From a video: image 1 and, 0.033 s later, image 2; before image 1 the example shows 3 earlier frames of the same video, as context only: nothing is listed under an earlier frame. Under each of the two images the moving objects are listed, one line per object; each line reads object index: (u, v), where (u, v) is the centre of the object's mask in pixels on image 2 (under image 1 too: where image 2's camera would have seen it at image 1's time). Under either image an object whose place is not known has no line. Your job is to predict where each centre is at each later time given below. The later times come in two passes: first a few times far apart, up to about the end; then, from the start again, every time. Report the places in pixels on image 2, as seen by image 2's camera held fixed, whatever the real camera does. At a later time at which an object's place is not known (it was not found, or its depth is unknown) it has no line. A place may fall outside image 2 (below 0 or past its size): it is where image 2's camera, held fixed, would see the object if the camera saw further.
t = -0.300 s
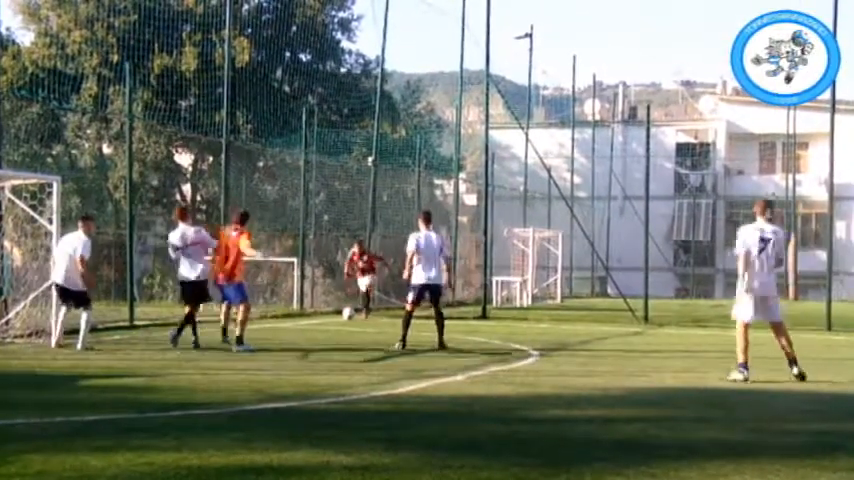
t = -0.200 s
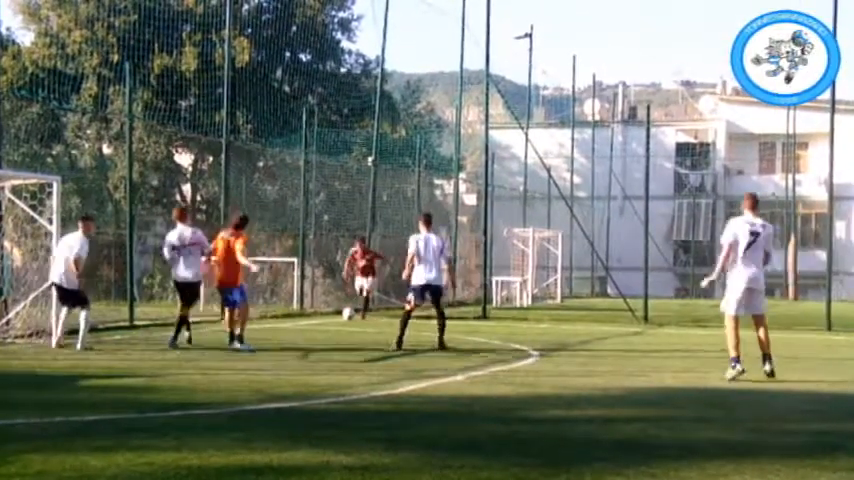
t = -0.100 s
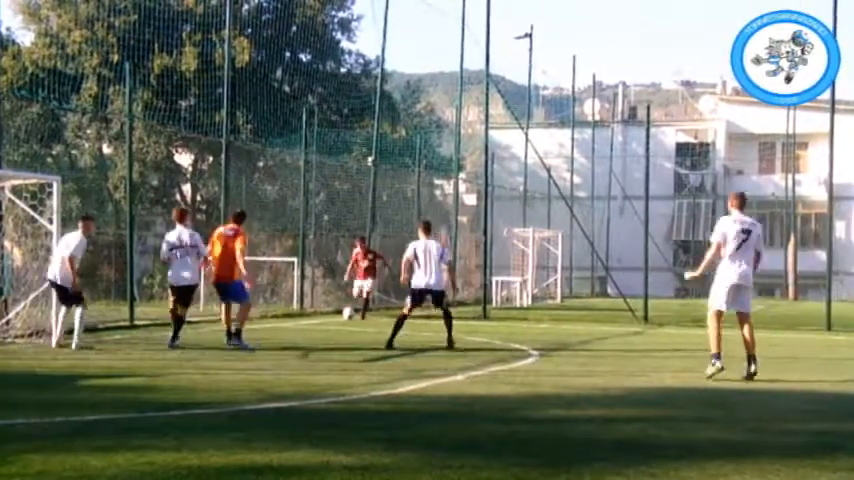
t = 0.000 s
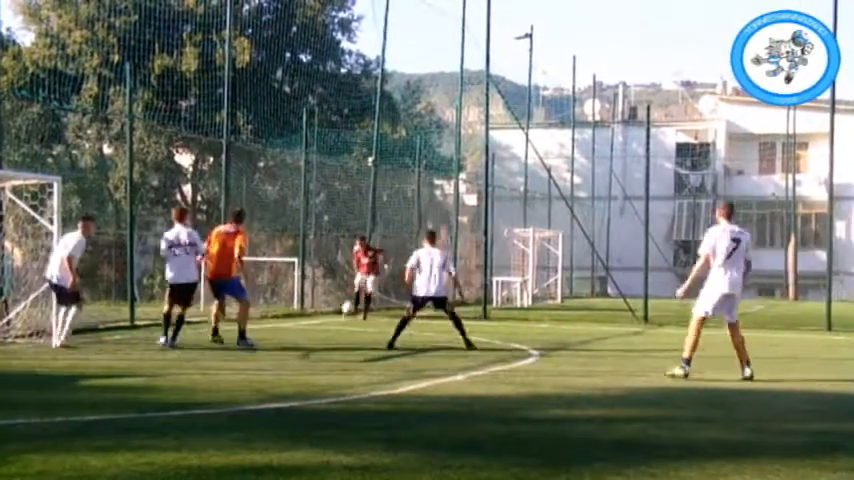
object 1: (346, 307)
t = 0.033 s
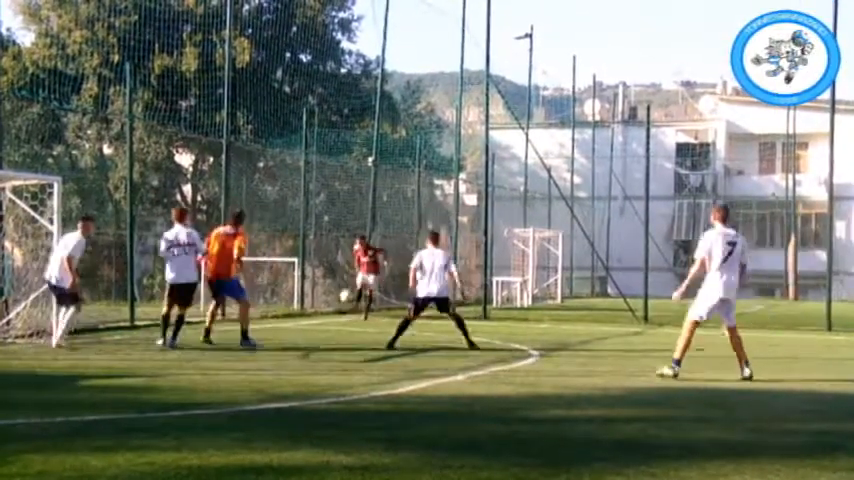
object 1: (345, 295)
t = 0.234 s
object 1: (334, 228)
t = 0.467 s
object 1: (324, 158)
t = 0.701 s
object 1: (314, 104)
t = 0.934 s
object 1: (302, 73)
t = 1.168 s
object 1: (289, 82)
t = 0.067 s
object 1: (343, 282)
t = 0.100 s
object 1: (341, 272)
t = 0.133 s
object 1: (340, 261)
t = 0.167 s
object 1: (338, 249)
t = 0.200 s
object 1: (335, 238)
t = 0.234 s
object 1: (334, 228)
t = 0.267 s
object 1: (333, 217)
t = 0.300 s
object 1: (332, 207)
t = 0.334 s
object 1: (330, 196)
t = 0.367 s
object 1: (328, 186)
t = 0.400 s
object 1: (326, 177)
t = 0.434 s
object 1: (325, 167)
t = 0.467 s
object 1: (324, 158)
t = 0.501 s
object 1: (322, 148)
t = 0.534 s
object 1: (321, 141)
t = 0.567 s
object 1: (320, 133)
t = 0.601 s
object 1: (317, 124)
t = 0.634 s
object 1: (316, 117)
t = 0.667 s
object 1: (315, 110)
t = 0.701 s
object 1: (314, 104)
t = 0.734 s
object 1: (312, 98)
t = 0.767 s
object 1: (311, 92)
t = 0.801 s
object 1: (309, 87)
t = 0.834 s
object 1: (308, 83)
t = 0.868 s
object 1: (305, 79)
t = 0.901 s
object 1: (304, 76)
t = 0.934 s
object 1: (302, 73)
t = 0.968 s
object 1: (300, 72)
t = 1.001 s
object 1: (299, 72)
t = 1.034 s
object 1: (297, 71)
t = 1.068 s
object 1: (295, 72)
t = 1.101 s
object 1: (291, 75)
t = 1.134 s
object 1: (291, 78)
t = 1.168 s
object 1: (289, 82)
